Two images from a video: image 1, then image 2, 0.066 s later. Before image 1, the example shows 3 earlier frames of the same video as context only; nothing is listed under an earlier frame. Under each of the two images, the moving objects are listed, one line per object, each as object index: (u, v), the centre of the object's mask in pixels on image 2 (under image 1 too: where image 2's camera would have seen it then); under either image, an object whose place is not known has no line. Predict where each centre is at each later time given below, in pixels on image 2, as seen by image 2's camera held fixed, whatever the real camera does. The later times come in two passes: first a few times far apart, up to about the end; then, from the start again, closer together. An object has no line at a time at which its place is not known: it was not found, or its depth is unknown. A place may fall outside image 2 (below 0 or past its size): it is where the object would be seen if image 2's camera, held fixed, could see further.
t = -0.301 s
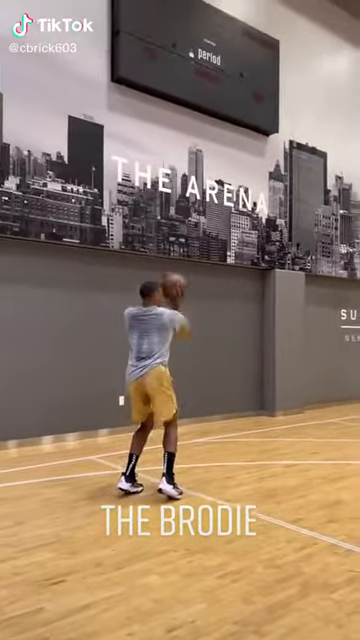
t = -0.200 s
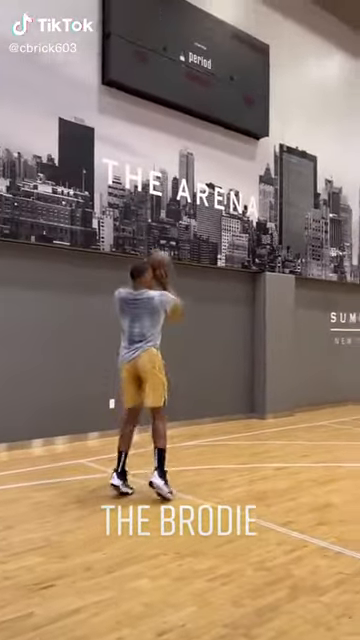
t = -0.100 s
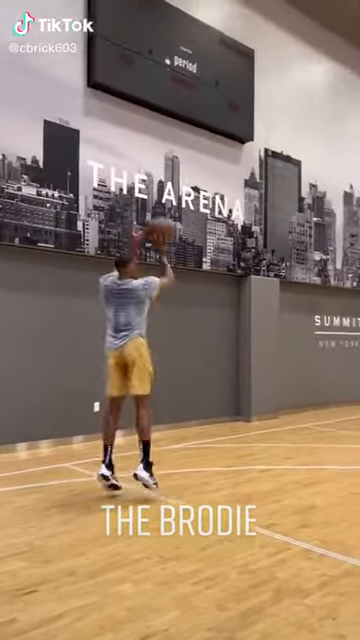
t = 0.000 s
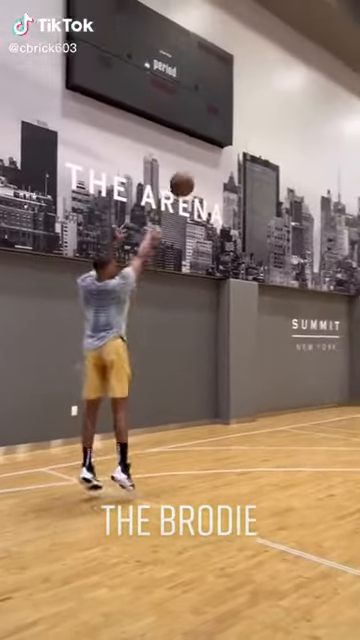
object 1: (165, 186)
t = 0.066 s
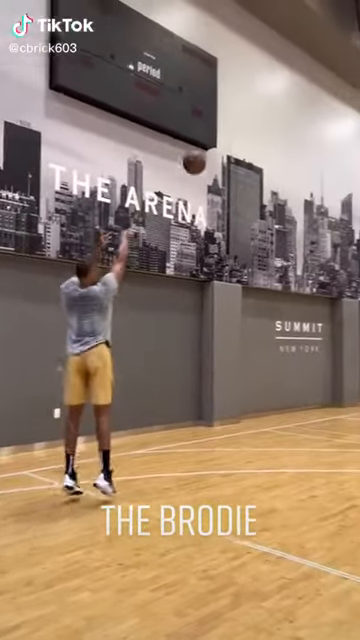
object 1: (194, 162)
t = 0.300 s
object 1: (273, 121)
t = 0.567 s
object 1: (339, 133)
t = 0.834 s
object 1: (391, 184)
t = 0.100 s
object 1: (207, 152)
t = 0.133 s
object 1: (220, 144)
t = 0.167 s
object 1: (231, 137)
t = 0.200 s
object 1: (243, 132)
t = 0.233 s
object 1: (253, 127)
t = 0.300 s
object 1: (273, 121)
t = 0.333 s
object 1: (283, 120)
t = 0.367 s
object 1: (292, 120)
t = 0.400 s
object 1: (300, 120)
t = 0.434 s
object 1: (309, 121)
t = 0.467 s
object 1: (317, 123)
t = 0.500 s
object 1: (325, 126)
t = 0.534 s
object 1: (332, 129)
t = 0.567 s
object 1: (339, 133)
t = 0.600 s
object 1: (346, 137)
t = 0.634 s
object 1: (353, 142)
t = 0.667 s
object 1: (359, 148)
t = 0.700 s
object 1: (366, 154)
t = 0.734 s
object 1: (371, 161)
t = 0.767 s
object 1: (377, 167)
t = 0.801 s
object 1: (385, 172)
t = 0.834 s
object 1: (391, 184)
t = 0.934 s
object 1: (404, 210)
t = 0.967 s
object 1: (410, 219)
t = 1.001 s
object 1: (415, 228)
